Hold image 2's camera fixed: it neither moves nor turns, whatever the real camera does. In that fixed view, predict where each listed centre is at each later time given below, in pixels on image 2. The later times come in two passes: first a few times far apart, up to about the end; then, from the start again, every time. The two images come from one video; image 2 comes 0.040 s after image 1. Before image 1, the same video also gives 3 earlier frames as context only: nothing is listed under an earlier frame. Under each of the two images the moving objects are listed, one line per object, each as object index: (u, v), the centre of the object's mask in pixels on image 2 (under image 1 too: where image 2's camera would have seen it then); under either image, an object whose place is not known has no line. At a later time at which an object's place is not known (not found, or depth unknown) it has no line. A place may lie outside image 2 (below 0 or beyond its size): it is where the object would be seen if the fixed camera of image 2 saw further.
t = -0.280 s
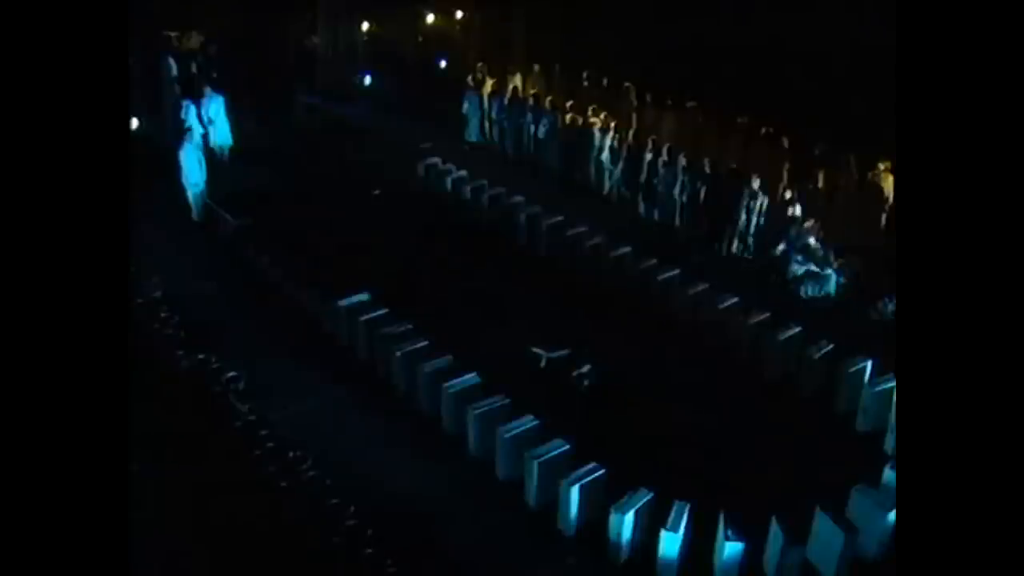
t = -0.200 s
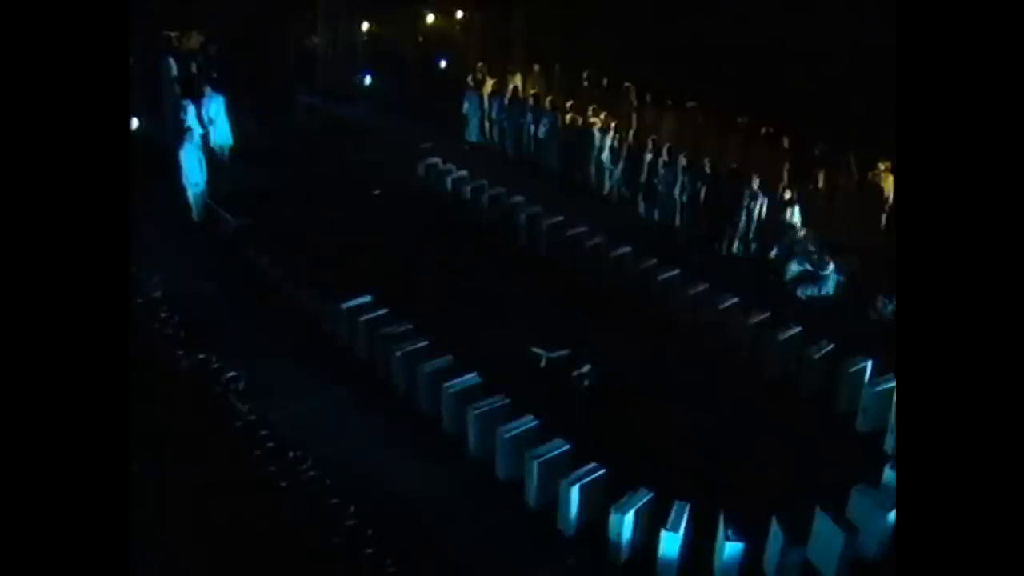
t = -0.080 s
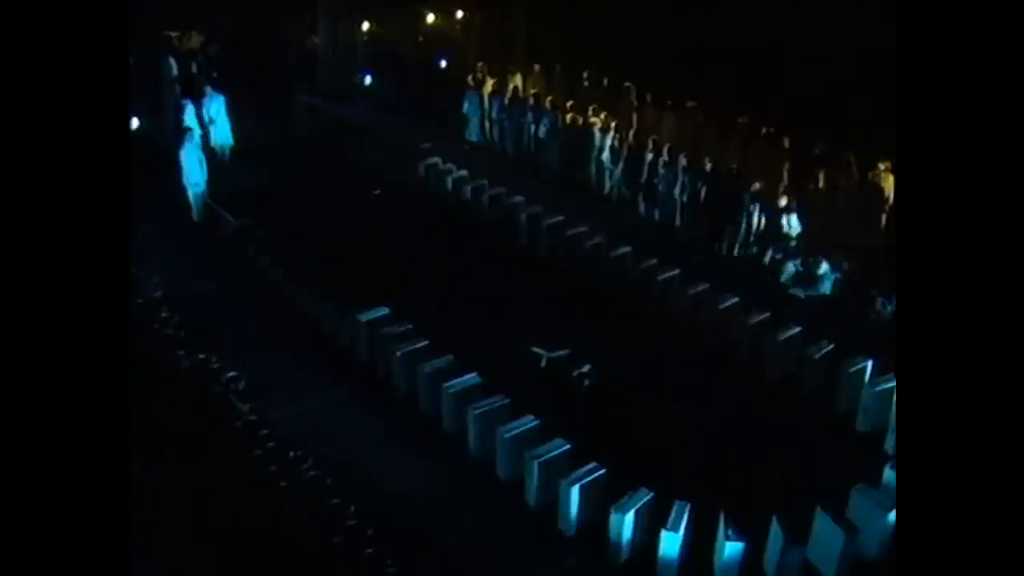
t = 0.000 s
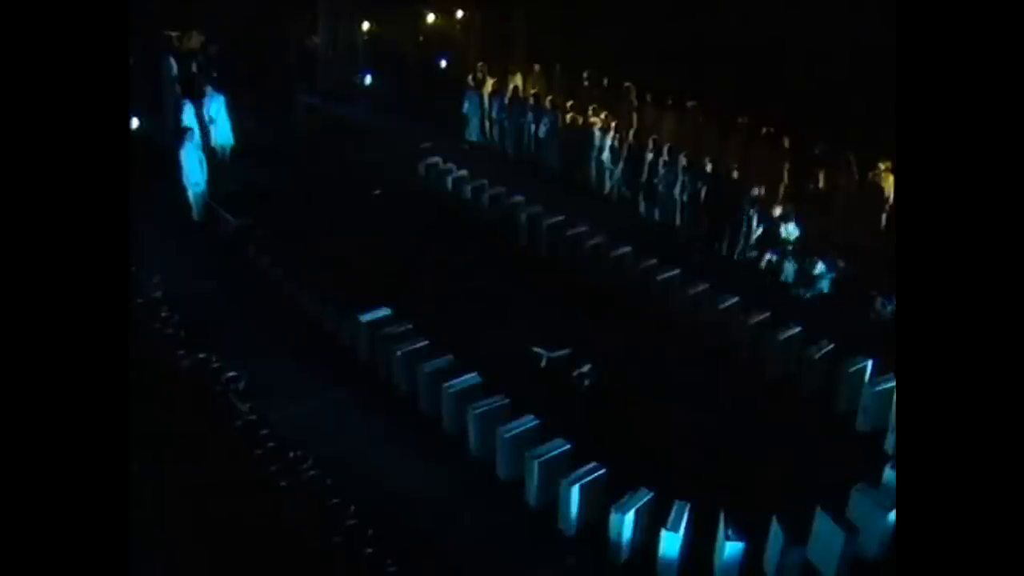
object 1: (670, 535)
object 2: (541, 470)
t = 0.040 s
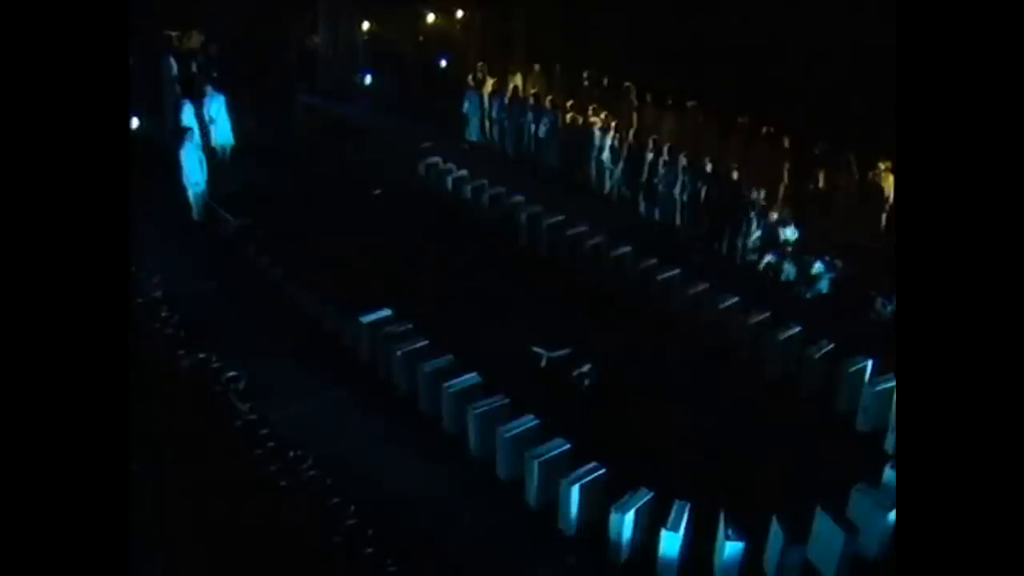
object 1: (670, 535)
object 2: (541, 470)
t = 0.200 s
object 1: (670, 535)
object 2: (541, 471)
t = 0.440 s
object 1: (671, 535)
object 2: (541, 470)
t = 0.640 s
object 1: (670, 535)
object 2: (541, 470)
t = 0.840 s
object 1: (670, 536)
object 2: (541, 470)
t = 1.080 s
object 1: (670, 536)
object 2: (541, 470)
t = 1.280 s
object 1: (670, 537)
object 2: (545, 471)
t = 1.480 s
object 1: (670, 537)
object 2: (545, 471)
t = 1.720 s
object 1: (670, 538)
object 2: (540, 468)
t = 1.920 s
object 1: (671, 538)
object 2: (546, 472)
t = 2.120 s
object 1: (671, 538)
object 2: (547, 494)
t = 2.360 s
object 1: (671, 539)
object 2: (570, 501)
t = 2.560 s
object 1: (675, 541)
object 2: (568, 505)
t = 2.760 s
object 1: (687, 549)
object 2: (565, 507)
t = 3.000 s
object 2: (565, 500)
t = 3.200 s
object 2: (566, 499)
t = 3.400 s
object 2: (566, 498)
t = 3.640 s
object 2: (566, 499)
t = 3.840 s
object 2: (566, 498)
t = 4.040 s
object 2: (566, 498)
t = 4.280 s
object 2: (566, 499)
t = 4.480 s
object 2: (566, 499)
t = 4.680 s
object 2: (566, 500)
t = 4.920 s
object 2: (566, 499)
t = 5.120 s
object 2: (566, 500)
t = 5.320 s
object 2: (566, 499)
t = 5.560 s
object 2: (566, 499)
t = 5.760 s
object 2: (567, 501)
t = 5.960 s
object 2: (567, 501)
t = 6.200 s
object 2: (567, 500)
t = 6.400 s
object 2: (567, 500)
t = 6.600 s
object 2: (567, 498)
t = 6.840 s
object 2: (567, 498)
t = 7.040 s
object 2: (566, 498)
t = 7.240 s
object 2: (566, 498)
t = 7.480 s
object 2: (566, 499)
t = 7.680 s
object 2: (566, 499)
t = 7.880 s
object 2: (566, 499)
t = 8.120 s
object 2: (566, 499)
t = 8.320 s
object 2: (566, 499)
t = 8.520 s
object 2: (566, 499)
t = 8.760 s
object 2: (566, 499)
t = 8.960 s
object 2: (565, 500)
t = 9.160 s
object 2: (565, 499)
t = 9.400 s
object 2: (565, 500)
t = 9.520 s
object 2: (565, 500)
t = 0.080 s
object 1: (670, 535)
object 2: (541, 470)
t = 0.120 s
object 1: (670, 535)
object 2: (541, 470)
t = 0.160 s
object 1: (670, 535)
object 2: (541, 470)
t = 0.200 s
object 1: (670, 535)
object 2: (541, 471)
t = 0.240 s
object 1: (670, 535)
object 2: (541, 470)
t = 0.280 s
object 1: (671, 535)
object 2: (541, 470)
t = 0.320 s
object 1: (671, 535)
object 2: (541, 470)
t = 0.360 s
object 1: (670, 535)
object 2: (541, 470)
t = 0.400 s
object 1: (670, 535)
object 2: (541, 470)
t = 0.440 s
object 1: (671, 535)
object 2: (541, 470)
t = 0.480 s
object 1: (670, 535)
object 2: (541, 470)
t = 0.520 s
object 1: (670, 535)
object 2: (541, 470)
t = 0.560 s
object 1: (670, 535)
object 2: (541, 470)
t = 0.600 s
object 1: (670, 535)
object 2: (541, 470)
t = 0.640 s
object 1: (670, 535)
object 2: (541, 470)
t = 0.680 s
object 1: (670, 536)
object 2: (541, 470)
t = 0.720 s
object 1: (670, 536)
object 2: (541, 470)
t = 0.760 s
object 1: (670, 536)
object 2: (541, 470)
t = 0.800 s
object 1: (670, 536)
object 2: (541, 470)
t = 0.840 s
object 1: (670, 536)
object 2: (541, 470)
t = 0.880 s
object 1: (670, 536)
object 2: (541, 470)
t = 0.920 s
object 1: (670, 536)
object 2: (541, 470)
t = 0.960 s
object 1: (670, 536)
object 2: (541, 470)
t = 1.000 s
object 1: (670, 536)
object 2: (541, 470)
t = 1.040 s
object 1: (670, 536)
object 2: (541, 470)
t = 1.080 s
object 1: (670, 536)
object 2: (541, 470)
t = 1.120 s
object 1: (670, 536)
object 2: (544, 471)
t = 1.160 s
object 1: (670, 536)
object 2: (544, 471)
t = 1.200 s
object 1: (670, 537)
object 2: (545, 471)
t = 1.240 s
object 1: (670, 537)
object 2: (545, 471)
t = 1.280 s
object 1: (670, 537)
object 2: (545, 471)
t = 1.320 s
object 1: (670, 537)
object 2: (545, 471)
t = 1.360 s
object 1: (670, 537)
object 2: (545, 471)
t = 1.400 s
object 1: (670, 537)
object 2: (545, 471)
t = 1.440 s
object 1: (670, 537)
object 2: (545, 471)
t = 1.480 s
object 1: (670, 537)
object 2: (545, 471)
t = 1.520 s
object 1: (670, 537)
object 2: (542, 470)
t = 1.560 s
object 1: (670, 538)
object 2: (542, 471)
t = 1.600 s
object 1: (670, 538)
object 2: (542, 471)
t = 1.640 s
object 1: (670, 538)
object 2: (539, 468)
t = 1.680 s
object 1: (670, 538)
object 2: (540, 468)
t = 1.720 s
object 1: (670, 538)
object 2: (540, 468)
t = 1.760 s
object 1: (670, 538)
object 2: (540, 468)
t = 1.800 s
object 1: (670, 538)
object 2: (541, 468)
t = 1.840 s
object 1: (670, 538)
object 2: (542, 468)
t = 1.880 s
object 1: (671, 538)
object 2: (544, 470)
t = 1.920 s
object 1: (671, 538)
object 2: (546, 472)
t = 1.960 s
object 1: (671, 538)
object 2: (547, 475)
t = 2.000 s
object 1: (671, 538)
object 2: (549, 480)
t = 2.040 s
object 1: (671, 538)
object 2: (545, 491)
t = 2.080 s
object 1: (671, 538)
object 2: (546, 492)
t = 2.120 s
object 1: (671, 538)
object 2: (547, 494)
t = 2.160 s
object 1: (670, 538)
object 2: (550, 495)
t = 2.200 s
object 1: (670, 538)
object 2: (556, 494)
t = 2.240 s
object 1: (670, 538)
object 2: (559, 496)
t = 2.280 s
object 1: (670, 538)
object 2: (562, 497)
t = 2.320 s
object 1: (670, 538)
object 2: (565, 499)
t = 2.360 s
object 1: (671, 539)
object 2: (570, 501)
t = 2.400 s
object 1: (671, 539)
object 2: (571, 502)
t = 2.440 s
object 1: (671, 539)
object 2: (572, 504)
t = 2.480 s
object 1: (671, 540)
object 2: (573, 504)
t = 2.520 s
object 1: (672, 539)
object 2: (571, 505)
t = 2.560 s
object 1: (675, 541)
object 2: (568, 505)
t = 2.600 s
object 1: (677, 541)
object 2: (568, 505)
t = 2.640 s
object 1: (679, 541)
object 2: (568, 506)
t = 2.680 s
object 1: (681, 544)
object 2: (566, 506)
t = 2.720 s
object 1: (684, 546)
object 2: (566, 507)
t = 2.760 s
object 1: (687, 549)
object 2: (565, 507)
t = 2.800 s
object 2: (565, 507)
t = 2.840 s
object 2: (566, 504)
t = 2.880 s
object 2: (567, 504)
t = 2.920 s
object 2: (566, 504)
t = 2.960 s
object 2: (566, 501)
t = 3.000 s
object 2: (565, 500)
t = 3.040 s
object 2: (566, 500)
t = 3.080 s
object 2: (566, 499)
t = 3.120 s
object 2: (566, 499)
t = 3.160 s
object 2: (566, 499)
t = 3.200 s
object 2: (566, 499)
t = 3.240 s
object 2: (567, 498)
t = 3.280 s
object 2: (566, 498)
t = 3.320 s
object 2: (566, 498)
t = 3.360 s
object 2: (566, 497)
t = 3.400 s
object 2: (566, 498)
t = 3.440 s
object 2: (566, 499)
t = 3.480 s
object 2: (566, 499)
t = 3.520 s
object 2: (566, 499)
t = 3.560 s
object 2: (566, 499)
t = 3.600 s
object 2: (566, 499)
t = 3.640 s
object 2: (566, 499)
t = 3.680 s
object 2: (566, 499)
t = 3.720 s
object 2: (566, 498)
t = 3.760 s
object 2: (566, 499)
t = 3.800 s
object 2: (566, 498)
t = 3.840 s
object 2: (566, 498)
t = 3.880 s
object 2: (566, 498)
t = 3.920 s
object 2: (566, 498)
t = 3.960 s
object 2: (566, 498)
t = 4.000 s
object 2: (566, 498)
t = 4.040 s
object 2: (566, 498)
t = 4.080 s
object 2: (566, 498)
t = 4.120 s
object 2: (566, 498)
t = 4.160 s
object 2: (566, 499)
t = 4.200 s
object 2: (566, 499)
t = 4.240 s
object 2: (566, 499)
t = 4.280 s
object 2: (566, 499)
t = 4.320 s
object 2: (566, 499)
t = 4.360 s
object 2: (566, 499)
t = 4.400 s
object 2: (566, 499)
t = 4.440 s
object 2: (566, 499)
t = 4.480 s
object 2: (566, 499)
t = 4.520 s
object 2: (566, 499)
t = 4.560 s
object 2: (565, 499)
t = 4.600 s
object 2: (566, 500)
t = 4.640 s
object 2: (566, 500)
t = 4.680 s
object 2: (566, 500)
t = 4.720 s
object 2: (566, 498)
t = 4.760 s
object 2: (566, 498)
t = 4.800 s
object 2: (566, 500)
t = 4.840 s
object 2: (566, 498)
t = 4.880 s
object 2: (566, 499)
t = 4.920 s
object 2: (566, 499)
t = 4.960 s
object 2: (566, 499)
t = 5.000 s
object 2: (566, 499)
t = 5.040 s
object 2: (566, 500)
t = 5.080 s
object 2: (566, 500)
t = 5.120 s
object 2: (566, 500)
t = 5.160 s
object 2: (566, 500)
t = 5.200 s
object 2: (566, 500)
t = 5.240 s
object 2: (566, 500)
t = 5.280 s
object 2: (566, 501)
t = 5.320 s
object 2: (566, 499)
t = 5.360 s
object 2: (566, 500)
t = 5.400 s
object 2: (566, 501)
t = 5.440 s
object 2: (566, 500)
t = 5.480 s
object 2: (566, 501)
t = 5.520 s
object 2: (566, 500)
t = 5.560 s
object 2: (566, 499)
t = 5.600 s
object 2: (566, 500)
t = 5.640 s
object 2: (567, 500)
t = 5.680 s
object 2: (567, 500)
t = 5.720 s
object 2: (567, 501)
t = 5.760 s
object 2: (567, 501)
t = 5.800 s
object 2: (567, 501)
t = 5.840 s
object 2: (567, 501)
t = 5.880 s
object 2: (567, 501)
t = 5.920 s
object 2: (567, 501)
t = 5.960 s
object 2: (567, 501)
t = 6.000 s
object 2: (567, 501)
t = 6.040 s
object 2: (567, 501)
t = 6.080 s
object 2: (567, 501)
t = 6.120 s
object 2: (567, 500)
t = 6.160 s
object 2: (567, 500)
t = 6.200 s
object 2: (567, 500)
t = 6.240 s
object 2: (567, 501)
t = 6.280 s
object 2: (567, 500)
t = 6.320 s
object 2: (567, 499)
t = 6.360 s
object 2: (567, 500)
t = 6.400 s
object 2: (567, 500)
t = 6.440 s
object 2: (566, 499)
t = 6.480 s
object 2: (566, 498)
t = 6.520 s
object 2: (567, 498)
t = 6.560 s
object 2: (567, 498)
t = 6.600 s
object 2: (567, 498)
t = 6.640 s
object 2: (567, 498)
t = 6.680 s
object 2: (567, 498)
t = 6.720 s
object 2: (567, 497)
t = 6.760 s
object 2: (567, 497)
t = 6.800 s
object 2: (566, 498)
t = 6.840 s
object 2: (567, 498)
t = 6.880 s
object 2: (567, 498)
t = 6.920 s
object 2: (567, 498)
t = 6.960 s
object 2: (567, 498)
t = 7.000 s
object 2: (567, 498)
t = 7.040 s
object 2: (566, 498)
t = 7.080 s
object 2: (566, 498)
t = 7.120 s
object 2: (566, 498)
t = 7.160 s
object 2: (566, 498)
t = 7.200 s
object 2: (566, 498)
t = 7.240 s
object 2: (566, 498)
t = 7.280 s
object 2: (566, 498)
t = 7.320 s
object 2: (566, 498)
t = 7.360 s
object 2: (566, 498)
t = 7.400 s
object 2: (566, 498)
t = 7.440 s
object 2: (566, 499)
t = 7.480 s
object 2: (566, 499)
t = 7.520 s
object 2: (566, 499)
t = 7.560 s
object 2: (566, 499)
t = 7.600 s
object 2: (566, 499)
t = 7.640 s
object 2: (566, 499)
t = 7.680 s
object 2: (566, 499)
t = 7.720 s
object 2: (566, 499)
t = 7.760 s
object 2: (566, 499)
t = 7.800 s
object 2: (566, 499)
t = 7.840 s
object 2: (566, 499)
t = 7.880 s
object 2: (566, 499)
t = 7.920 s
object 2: (566, 498)
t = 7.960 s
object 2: (566, 499)
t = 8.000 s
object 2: (566, 498)
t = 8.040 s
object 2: (566, 498)
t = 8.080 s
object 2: (566, 498)
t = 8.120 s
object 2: (566, 499)
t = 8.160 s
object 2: (566, 499)
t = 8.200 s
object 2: (566, 499)
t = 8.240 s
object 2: (566, 499)
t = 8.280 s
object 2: (566, 499)
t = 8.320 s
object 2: (566, 499)
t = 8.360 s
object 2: (566, 499)
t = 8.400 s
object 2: (566, 499)
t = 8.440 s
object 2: (566, 499)
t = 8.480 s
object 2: (566, 499)
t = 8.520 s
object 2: (566, 499)
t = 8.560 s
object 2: (566, 499)
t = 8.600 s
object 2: (566, 499)
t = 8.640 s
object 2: (566, 499)
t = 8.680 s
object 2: (565, 499)
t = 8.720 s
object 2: (565, 499)
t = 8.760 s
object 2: (566, 499)
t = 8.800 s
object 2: (566, 499)
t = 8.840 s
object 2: (565, 499)
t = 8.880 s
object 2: (565, 499)
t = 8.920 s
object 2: (565, 500)
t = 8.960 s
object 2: (565, 500)
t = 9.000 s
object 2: (565, 499)
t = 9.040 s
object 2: (565, 499)
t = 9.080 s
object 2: (565, 499)
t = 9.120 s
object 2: (565, 499)
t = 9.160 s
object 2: (565, 499)
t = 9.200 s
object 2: (565, 499)
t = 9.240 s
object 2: (565, 499)
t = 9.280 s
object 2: (565, 500)
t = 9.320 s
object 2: (565, 500)
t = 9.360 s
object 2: (565, 500)
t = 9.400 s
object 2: (565, 500)
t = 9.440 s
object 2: (565, 499)
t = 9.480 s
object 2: (565, 500)
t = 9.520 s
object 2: (565, 500)
